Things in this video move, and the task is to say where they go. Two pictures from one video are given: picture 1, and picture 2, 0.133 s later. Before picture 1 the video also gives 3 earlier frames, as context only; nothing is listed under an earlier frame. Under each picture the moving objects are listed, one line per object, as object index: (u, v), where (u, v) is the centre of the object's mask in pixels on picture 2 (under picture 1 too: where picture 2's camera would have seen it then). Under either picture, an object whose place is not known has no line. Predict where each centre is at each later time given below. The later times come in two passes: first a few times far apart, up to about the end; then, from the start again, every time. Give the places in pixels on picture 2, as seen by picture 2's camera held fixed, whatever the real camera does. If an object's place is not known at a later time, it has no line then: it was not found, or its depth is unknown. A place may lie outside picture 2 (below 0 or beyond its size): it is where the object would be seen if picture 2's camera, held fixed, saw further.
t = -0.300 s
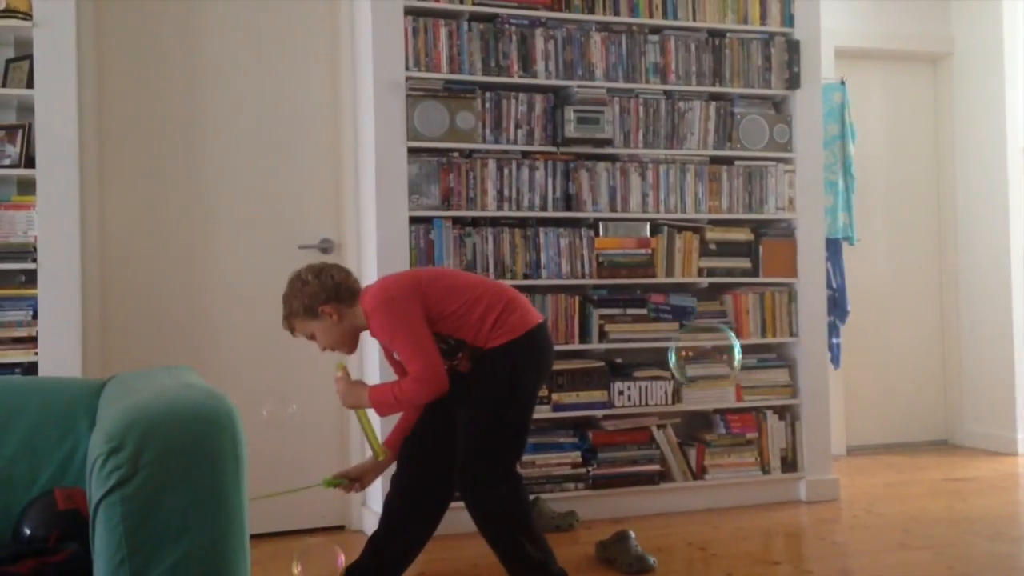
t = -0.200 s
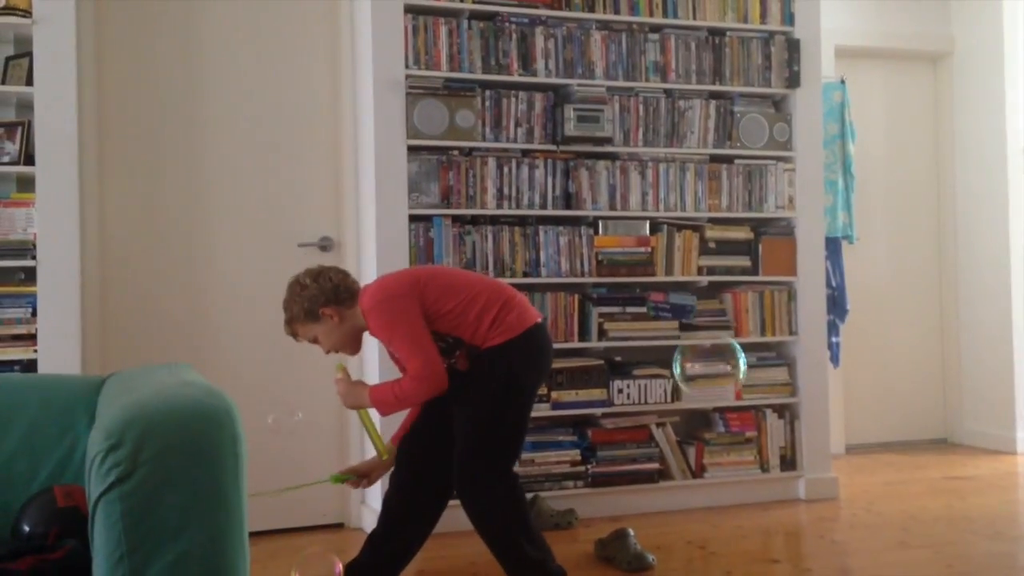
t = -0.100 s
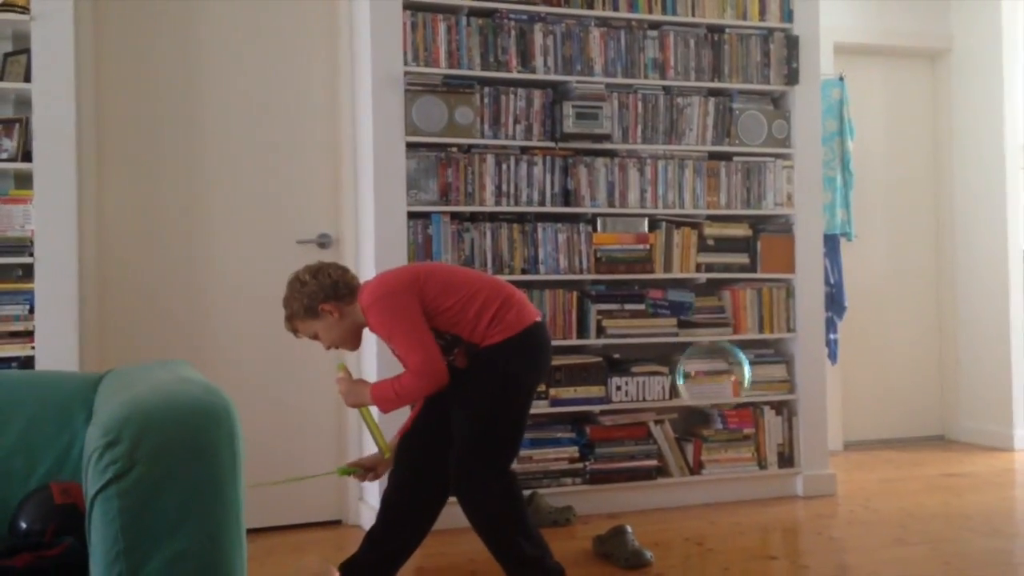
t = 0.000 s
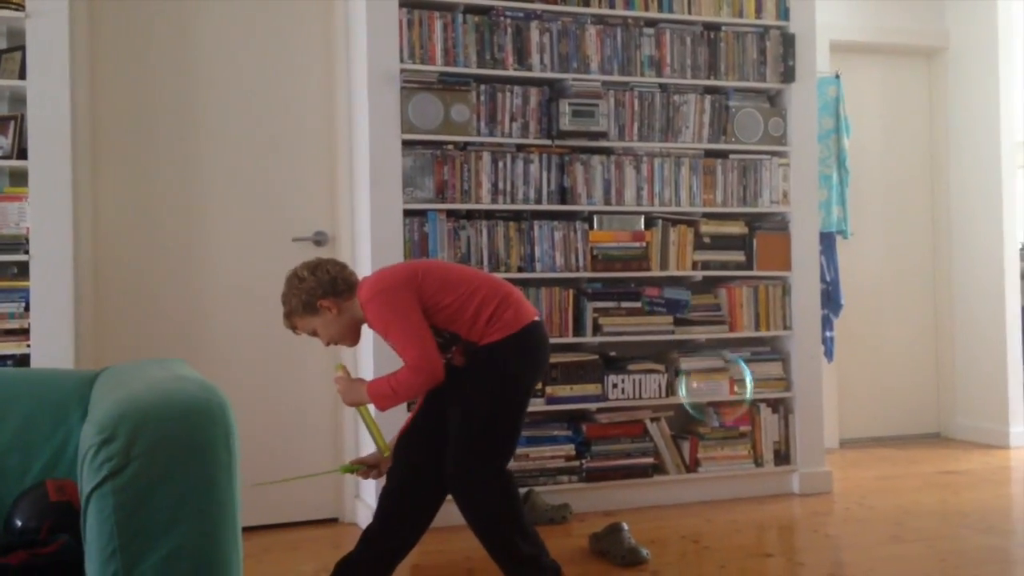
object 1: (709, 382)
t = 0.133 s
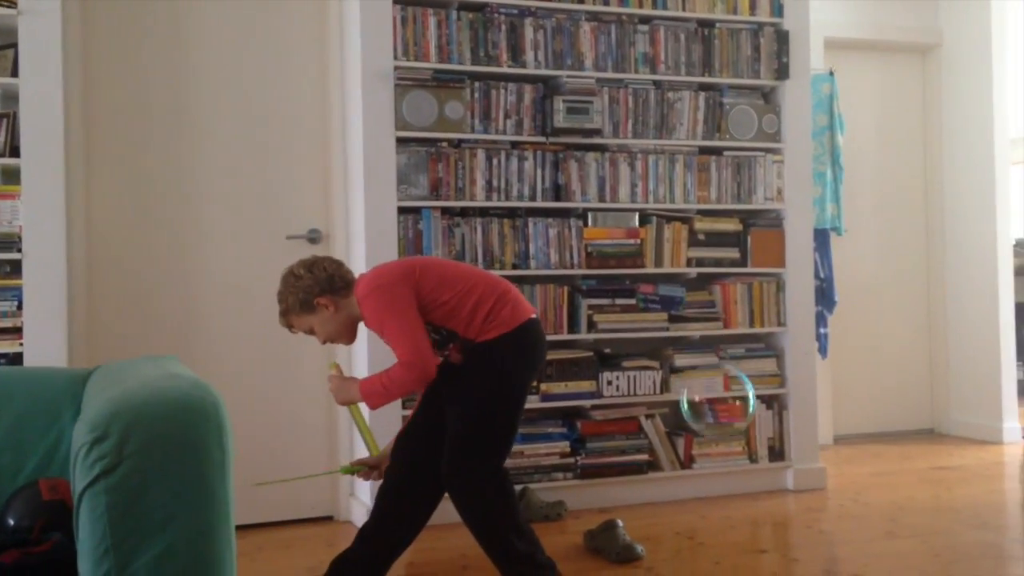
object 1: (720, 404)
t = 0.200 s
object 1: (724, 414)
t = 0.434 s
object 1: (732, 436)
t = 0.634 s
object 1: (743, 477)
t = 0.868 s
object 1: (750, 522)
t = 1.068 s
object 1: (752, 557)
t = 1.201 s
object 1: (752, 575)
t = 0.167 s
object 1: (723, 412)
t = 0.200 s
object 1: (724, 414)
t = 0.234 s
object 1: (725, 416)
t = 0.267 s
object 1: (725, 416)
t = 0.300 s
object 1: (727, 418)
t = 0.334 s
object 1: (729, 423)
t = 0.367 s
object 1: (730, 432)
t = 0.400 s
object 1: (731, 435)
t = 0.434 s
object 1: (732, 436)
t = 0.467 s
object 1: (733, 436)
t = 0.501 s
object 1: (735, 446)
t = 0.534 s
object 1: (735, 450)
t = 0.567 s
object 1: (735, 455)
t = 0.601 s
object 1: (743, 471)
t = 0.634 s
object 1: (743, 477)
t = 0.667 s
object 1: (744, 481)
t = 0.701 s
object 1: (746, 491)
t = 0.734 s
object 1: (746, 497)
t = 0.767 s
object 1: (748, 502)
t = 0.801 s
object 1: (749, 509)
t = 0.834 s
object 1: (749, 514)
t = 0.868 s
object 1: (750, 522)
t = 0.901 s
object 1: (750, 527)
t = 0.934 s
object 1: (750, 532)
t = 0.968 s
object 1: (751, 538)
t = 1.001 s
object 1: (751, 544)
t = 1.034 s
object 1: (753, 551)
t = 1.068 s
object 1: (752, 557)
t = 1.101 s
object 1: (752, 563)
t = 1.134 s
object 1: (752, 567)
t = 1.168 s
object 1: (752, 572)
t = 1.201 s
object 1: (752, 575)
